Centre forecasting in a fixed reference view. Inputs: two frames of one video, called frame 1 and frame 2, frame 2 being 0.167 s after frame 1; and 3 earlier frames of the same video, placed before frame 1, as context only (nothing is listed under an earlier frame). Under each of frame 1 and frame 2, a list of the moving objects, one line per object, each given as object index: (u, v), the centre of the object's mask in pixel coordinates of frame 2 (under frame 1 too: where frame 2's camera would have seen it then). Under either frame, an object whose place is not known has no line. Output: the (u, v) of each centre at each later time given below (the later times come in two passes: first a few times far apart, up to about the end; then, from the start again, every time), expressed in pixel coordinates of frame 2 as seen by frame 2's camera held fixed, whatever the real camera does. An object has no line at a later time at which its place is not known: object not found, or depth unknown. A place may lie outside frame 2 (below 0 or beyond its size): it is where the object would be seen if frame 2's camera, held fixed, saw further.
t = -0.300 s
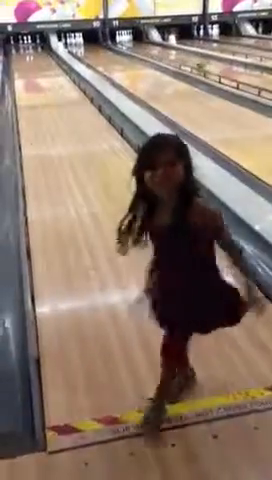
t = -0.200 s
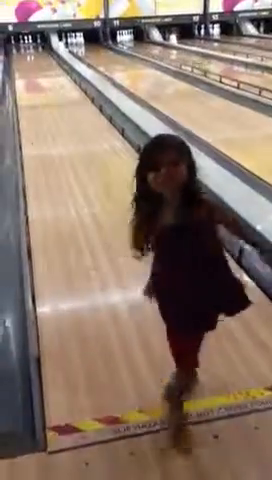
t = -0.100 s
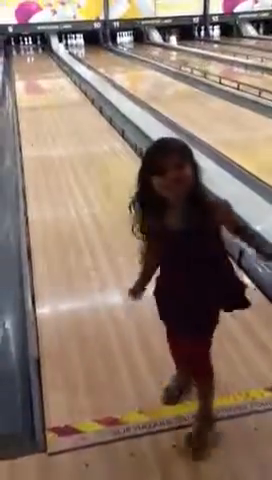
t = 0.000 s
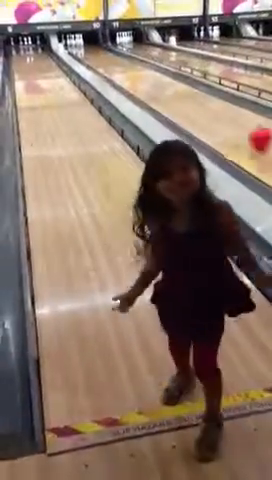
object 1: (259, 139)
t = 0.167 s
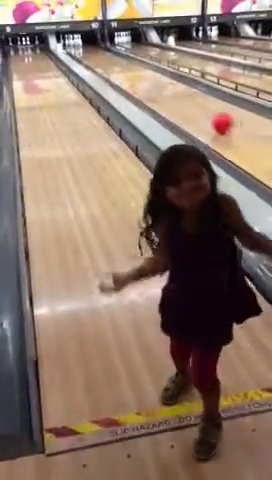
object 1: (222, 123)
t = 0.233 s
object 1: (209, 118)
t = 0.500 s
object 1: (171, 102)
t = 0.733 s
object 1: (147, 92)
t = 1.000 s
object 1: (124, 83)
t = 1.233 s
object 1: (110, 77)
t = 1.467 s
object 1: (99, 73)
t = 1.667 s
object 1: (95, 72)
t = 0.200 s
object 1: (215, 120)
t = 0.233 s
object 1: (209, 118)
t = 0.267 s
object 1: (203, 116)
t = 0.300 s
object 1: (198, 113)
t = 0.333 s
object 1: (193, 111)
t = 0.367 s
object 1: (188, 109)
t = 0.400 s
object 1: (184, 107)
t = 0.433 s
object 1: (179, 105)
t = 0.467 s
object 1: (175, 104)
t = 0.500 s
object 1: (171, 102)
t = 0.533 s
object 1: (167, 101)
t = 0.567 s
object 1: (163, 98)
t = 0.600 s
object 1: (160, 97)
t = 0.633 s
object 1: (156, 96)
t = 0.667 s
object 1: (153, 95)
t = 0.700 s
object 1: (150, 93)
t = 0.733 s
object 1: (147, 92)
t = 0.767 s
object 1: (144, 91)
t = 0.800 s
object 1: (141, 89)
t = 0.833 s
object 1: (138, 88)
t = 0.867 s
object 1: (135, 87)
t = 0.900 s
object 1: (133, 86)
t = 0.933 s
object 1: (130, 85)
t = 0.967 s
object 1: (128, 85)
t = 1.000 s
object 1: (124, 83)
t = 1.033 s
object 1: (123, 81)
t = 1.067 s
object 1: (121, 81)
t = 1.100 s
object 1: (119, 80)
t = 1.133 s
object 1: (116, 79)
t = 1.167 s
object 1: (114, 79)
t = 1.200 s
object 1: (112, 78)
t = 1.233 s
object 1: (110, 77)
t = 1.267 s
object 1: (109, 76)
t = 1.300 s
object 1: (105, 75)
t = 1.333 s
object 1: (105, 76)
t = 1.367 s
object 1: (104, 75)
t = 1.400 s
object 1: (101, 74)
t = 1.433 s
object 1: (100, 74)
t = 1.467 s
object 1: (99, 73)
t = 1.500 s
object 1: (98, 73)
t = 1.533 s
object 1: (97, 73)
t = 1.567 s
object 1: (97, 72)
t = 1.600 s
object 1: (96, 72)
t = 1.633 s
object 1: (96, 72)
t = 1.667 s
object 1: (95, 72)
